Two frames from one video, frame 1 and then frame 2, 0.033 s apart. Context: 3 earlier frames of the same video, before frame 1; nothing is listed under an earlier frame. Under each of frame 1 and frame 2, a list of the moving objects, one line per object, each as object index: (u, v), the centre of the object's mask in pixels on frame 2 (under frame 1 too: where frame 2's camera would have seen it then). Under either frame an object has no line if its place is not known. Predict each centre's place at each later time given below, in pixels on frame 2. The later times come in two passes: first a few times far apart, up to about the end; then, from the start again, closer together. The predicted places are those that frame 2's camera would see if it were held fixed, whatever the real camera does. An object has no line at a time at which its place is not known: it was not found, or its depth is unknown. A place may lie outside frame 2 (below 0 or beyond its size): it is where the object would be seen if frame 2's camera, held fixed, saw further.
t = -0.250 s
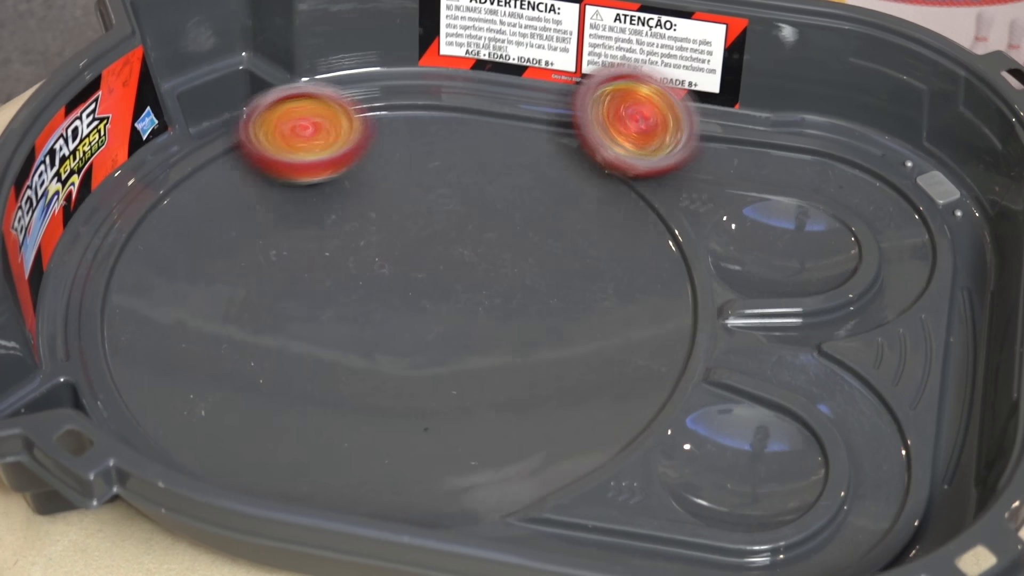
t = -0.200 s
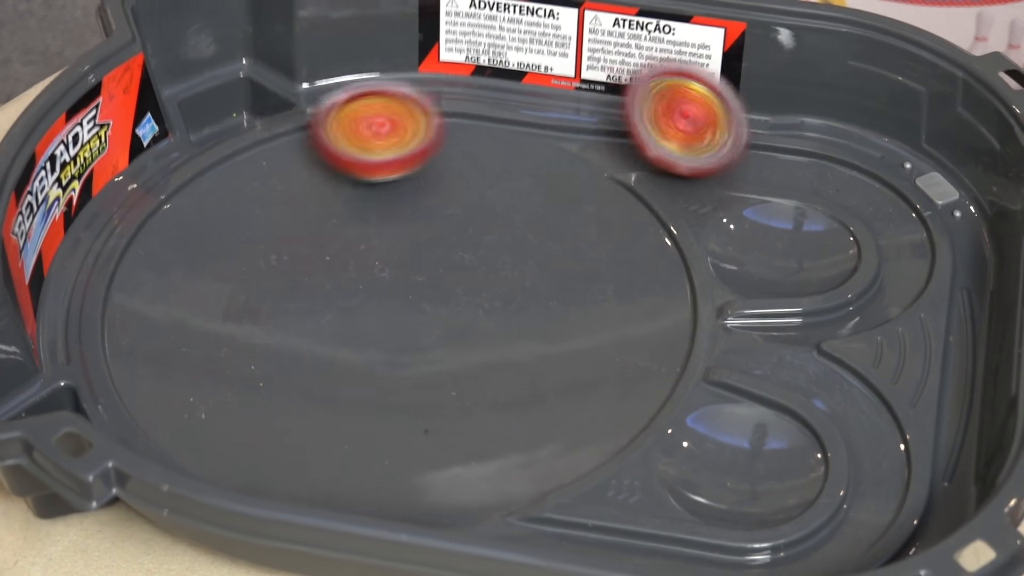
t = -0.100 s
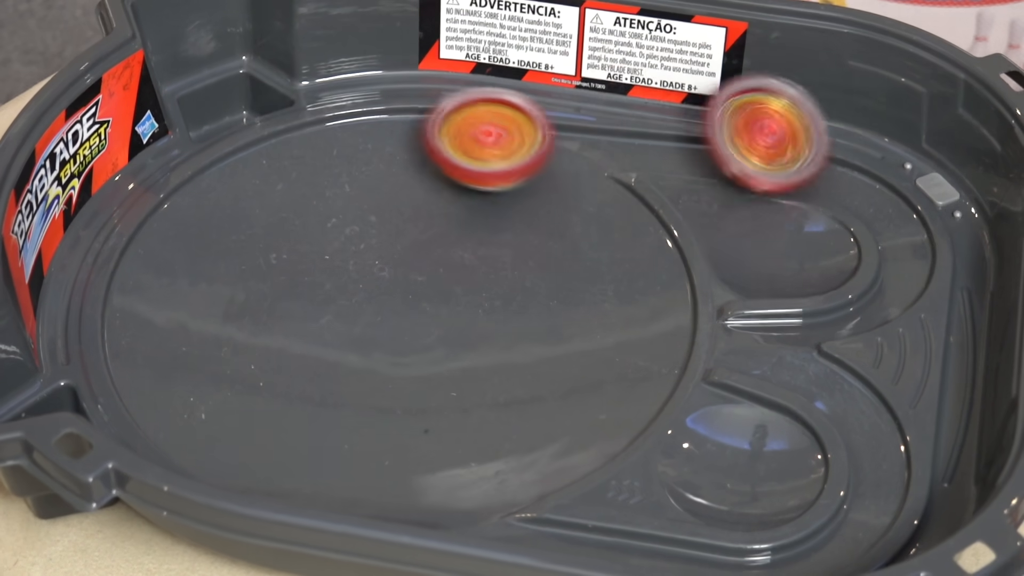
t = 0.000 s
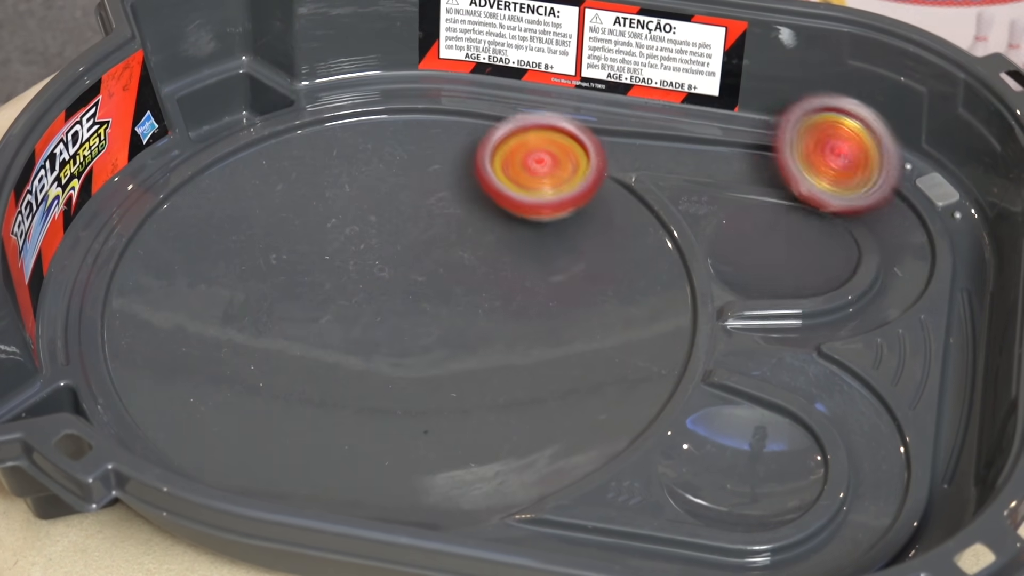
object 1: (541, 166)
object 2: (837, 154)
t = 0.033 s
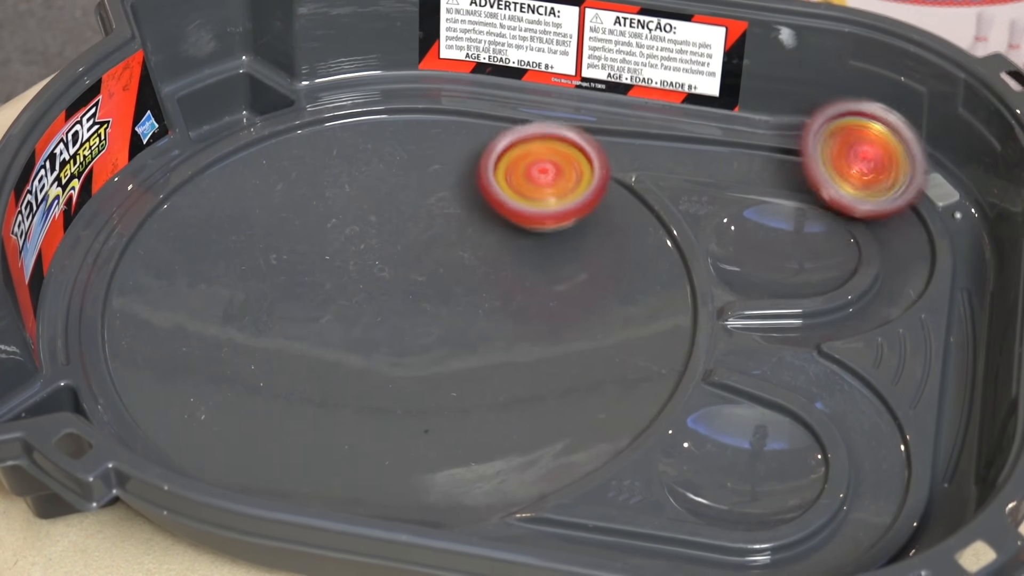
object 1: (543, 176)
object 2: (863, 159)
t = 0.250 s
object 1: (443, 210)
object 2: (918, 201)
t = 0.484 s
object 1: (428, 365)
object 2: (909, 180)
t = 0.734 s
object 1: (655, 302)
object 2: (746, 133)
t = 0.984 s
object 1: (353, 186)
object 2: (669, 165)
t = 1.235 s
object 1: (120, 338)
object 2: (511, 277)
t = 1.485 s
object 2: (393, 320)
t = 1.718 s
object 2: (488, 351)
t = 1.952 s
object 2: (581, 297)
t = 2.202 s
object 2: (433, 244)
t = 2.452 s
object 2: (387, 361)
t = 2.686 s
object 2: (498, 414)
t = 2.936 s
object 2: (558, 329)
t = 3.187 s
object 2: (438, 281)
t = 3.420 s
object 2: (317, 341)
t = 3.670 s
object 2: (356, 410)
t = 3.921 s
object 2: (473, 326)
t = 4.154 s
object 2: (403, 249)
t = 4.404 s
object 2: (268, 242)
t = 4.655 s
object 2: (324, 339)
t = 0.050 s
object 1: (543, 180)
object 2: (875, 161)
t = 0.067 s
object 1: (541, 184)
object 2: (885, 164)
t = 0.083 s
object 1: (538, 188)
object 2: (894, 166)
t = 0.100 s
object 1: (534, 193)
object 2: (903, 168)
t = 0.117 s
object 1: (528, 196)
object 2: (908, 172)
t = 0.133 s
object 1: (521, 198)
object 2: (913, 175)
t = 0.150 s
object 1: (514, 200)
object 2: (914, 181)
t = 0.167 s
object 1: (504, 201)
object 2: (914, 185)
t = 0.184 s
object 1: (495, 201)
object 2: (915, 190)
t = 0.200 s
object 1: (482, 202)
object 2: (912, 194)
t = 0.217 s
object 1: (470, 203)
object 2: (910, 200)
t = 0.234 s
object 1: (456, 206)
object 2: (911, 202)
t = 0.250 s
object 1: (443, 210)
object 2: (918, 201)
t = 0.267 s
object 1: (430, 217)
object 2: (925, 201)
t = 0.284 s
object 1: (419, 224)
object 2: (929, 200)
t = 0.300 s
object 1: (407, 233)
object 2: (933, 199)
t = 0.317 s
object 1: (399, 243)
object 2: (935, 198)
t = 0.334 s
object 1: (392, 254)
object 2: (936, 198)
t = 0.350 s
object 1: (387, 265)
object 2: (934, 197)
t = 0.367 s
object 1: (384, 278)
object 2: (931, 197)
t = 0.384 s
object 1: (383, 290)
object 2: (927, 197)
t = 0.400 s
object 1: (385, 304)
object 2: (920, 198)
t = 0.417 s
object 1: (389, 316)
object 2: (913, 197)
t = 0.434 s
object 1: (396, 330)
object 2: (906, 196)
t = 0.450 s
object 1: (404, 342)
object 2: (908, 191)
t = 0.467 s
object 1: (415, 355)
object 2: (908, 185)
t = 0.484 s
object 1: (428, 365)
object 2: (909, 180)
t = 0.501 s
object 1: (444, 376)
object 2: (905, 174)
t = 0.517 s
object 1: (462, 384)
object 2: (900, 171)
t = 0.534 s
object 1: (482, 391)
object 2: (892, 168)
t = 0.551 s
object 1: (503, 396)
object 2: (883, 164)
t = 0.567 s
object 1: (526, 398)
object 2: (873, 160)
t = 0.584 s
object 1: (549, 400)
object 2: (863, 155)
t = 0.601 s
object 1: (574, 398)
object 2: (852, 152)
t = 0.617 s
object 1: (595, 396)
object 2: (840, 146)
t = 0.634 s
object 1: (619, 391)
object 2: (827, 144)
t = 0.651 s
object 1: (629, 375)
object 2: (814, 140)
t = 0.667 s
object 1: (635, 362)
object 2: (801, 137)
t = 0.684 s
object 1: (640, 352)
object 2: (788, 133)
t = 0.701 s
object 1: (646, 336)
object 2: (774, 133)
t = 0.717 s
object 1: (650, 320)
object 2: (760, 133)
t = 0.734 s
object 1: (655, 302)
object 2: (746, 133)
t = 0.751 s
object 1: (659, 283)
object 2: (733, 133)
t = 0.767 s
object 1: (661, 264)
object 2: (719, 133)
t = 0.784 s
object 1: (662, 243)
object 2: (704, 132)
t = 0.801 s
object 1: (657, 222)
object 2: (693, 126)
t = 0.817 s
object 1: (634, 201)
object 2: (691, 117)
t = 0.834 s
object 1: (604, 186)
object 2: (692, 109)
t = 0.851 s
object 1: (578, 176)
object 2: (690, 110)
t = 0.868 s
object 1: (551, 173)
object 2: (685, 117)
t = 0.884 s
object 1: (522, 172)
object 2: (682, 126)
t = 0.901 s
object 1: (493, 175)
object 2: (677, 141)
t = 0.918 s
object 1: (466, 183)
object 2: (673, 149)
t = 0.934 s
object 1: (439, 182)
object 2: (671, 155)
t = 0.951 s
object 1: (411, 179)
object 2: (670, 159)
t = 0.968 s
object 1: (379, 183)
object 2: (668, 160)
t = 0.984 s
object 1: (353, 186)
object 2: (669, 165)
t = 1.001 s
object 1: (325, 188)
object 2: (668, 172)
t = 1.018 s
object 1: (297, 191)
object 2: (665, 180)
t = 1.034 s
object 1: (268, 197)
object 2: (659, 188)
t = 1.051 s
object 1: (244, 201)
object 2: (651, 200)
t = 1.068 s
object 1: (219, 209)
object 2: (641, 210)
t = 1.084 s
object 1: (193, 217)
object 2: (631, 219)
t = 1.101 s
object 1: (169, 227)
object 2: (618, 227)
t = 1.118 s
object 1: (149, 236)
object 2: (606, 232)
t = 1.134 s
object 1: (128, 248)
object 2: (593, 241)
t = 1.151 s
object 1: (111, 258)
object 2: (580, 247)
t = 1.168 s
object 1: (101, 272)
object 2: (566, 256)
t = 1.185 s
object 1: (103, 287)
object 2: (553, 259)
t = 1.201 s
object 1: (107, 306)
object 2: (538, 266)
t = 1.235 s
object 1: (120, 338)
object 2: (511, 277)
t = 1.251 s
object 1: (130, 358)
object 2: (496, 283)
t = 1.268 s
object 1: (144, 369)
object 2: (484, 283)
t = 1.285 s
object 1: (160, 388)
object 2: (473, 290)
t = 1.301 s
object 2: (460, 296)
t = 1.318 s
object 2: (450, 298)
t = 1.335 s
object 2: (440, 305)
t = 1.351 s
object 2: (432, 303)
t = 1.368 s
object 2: (423, 304)
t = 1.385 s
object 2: (416, 310)
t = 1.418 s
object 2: (404, 315)
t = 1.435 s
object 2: (400, 316)
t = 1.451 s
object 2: (396, 323)
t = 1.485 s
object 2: (393, 320)
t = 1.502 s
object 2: (392, 327)
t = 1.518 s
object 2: (395, 327)
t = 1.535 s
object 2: (397, 325)
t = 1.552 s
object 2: (400, 329)
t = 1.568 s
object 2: (405, 336)
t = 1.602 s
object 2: (417, 339)
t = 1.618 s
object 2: (425, 336)
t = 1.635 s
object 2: (433, 339)
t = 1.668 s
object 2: (452, 346)
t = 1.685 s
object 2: (464, 347)
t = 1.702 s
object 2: (476, 347)
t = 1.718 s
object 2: (488, 351)
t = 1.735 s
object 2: (502, 352)
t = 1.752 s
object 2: (515, 350)
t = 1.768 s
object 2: (529, 349)
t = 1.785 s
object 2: (541, 349)
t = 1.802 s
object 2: (557, 344)
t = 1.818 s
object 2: (570, 343)
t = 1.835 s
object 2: (582, 337)
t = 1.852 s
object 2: (594, 335)
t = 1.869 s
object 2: (605, 330)
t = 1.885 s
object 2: (614, 325)
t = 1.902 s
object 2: (618, 319)
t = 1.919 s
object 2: (607, 312)
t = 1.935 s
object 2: (594, 305)
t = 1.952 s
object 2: (581, 297)
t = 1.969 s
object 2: (568, 291)
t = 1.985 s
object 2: (555, 283)
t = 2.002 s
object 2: (542, 276)
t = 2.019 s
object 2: (531, 269)
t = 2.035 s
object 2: (520, 262)
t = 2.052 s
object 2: (510, 257)
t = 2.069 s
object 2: (500, 251)
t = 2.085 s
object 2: (490, 248)
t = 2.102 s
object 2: (481, 244)
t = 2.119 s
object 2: (473, 241)
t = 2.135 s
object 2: (464, 239)
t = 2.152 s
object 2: (456, 239)
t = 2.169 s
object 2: (448, 240)
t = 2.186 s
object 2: (441, 241)
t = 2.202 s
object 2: (433, 244)
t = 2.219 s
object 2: (427, 248)
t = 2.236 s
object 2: (421, 251)
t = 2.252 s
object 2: (415, 257)
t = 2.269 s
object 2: (410, 262)
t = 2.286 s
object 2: (405, 269)
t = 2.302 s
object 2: (402, 277)
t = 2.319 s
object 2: (398, 284)
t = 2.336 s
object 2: (395, 293)
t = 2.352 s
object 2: (392, 302)
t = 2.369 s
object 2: (389, 312)
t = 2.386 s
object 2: (387, 321)
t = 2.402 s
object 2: (385, 331)
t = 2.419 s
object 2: (384, 340)
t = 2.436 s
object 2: (386, 351)
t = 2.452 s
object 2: (387, 361)
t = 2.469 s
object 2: (390, 368)
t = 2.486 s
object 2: (393, 377)
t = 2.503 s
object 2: (398, 386)
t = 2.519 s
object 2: (404, 393)
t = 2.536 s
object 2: (410, 399)
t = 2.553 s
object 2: (417, 403)
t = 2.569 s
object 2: (424, 409)
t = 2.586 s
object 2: (433, 412)
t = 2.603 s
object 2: (442, 415)
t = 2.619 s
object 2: (453, 416)
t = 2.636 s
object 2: (463, 415)
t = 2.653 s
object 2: (475, 416)
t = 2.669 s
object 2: (487, 415)
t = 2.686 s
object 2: (498, 414)
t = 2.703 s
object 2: (509, 412)
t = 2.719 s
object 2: (521, 408)
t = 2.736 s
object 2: (531, 404)
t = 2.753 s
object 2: (540, 400)
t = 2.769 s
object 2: (549, 395)
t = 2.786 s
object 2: (556, 389)
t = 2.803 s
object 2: (561, 383)
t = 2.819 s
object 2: (565, 376)
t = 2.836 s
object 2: (568, 369)
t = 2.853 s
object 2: (568, 362)
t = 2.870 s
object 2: (568, 356)
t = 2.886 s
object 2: (568, 348)
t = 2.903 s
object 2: (566, 342)
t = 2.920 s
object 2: (562, 335)
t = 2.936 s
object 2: (558, 329)
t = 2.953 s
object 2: (554, 322)
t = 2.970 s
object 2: (548, 316)
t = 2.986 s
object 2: (542, 311)
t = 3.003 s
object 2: (535, 306)
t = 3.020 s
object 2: (527, 301)
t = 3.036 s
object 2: (518, 296)
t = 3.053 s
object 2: (510, 292)
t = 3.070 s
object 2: (501, 289)
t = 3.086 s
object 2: (493, 286)
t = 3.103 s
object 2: (483, 284)
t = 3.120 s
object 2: (474, 282)
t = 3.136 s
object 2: (465, 280)
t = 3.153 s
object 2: (456, 280)
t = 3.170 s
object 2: (447, 280)
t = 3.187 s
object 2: (438, 281)
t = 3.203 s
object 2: (428, 283)
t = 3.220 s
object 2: (419, 285)
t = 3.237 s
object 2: (410, 287)
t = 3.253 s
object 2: (401, 289)
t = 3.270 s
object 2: (392, 293)
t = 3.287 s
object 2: (382, 297)
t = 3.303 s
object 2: (374, 301)
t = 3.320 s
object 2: (366, 305)
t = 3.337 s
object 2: (357, 311)
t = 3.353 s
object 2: (350, 316)
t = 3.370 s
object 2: (342, 323)
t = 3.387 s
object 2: (335, 329)
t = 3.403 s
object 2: (326, 335)
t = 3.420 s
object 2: (317, 341)
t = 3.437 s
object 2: (311, 347)
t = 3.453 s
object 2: (307, 351)
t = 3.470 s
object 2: (302, 357)
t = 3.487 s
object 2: (299, 363)
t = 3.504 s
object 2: (298, 368)
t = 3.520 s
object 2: (297, 374)
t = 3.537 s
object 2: (298, 379)
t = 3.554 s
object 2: (300, 385)
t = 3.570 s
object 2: (304, 390)
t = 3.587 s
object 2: (309, 395)
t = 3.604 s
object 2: (316, 399)
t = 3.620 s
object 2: (324, 404)
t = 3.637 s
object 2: (333, 407)
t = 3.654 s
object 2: (344, 409)
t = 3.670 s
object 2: (356, 410)
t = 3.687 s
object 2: (369, 410)
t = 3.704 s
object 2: (383, 409)
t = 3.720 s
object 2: (395, 406)
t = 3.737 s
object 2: (408, 403)
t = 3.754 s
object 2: (420, 398)
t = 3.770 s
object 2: (430, 391)
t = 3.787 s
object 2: (440, 384)
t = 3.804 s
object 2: (448, 377)
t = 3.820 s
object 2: (454, 370)
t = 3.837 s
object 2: (460, 363)
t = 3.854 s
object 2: (464, 355)
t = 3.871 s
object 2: (468, 348)
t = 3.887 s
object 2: (471, 340)
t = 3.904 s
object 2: (473, 333)
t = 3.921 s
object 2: (473, 326)
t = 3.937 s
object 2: (473, 319)
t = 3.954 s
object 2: (472, 312)
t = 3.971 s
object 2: (470, 305)
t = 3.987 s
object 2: (468, 299)
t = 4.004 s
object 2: (464, 293)
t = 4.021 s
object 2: (460, 286)
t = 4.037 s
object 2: (454, 281)
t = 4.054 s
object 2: (448, 275)
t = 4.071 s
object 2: (442, 270)
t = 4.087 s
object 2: (435, 265)
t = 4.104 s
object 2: (427, 261)
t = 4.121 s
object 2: (419, 256)
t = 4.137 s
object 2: (410, 253)
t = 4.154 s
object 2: (403, 249)
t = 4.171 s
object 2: (395, 246)
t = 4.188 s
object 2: (386, 244)
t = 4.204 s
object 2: (379, 241)
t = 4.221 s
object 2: (372, 240)
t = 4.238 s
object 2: (363, 238)
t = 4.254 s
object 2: (354, 236)
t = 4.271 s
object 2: (344, 235)
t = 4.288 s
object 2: (334, 234)
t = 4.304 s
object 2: (323, 233)
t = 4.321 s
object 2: (313, 232)
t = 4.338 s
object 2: (302, 232)
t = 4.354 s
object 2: (292, 233)
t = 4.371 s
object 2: (283, 235)
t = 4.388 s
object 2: (275, 238)
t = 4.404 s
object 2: (268, 242)
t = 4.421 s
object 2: (261, 247)
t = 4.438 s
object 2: (255, 252)
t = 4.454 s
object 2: (250, 258)
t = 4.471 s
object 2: (246, 265)
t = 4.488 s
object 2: (243, 272)
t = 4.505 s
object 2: (244, 280)
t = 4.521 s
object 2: (245, 288)
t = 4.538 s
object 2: (248, 297)
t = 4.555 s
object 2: (255, 306)
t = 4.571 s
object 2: (263, 314)
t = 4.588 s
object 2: (272, 321)
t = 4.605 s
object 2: (284, 327)
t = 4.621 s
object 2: (297, 332)
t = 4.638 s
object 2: (310, 336)
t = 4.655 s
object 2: (324, 339)
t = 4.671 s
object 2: (339, 340)
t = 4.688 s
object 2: (354, 340)
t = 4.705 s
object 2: (368, 340)
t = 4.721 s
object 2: (382, 338)
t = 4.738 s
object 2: (395, 335)
